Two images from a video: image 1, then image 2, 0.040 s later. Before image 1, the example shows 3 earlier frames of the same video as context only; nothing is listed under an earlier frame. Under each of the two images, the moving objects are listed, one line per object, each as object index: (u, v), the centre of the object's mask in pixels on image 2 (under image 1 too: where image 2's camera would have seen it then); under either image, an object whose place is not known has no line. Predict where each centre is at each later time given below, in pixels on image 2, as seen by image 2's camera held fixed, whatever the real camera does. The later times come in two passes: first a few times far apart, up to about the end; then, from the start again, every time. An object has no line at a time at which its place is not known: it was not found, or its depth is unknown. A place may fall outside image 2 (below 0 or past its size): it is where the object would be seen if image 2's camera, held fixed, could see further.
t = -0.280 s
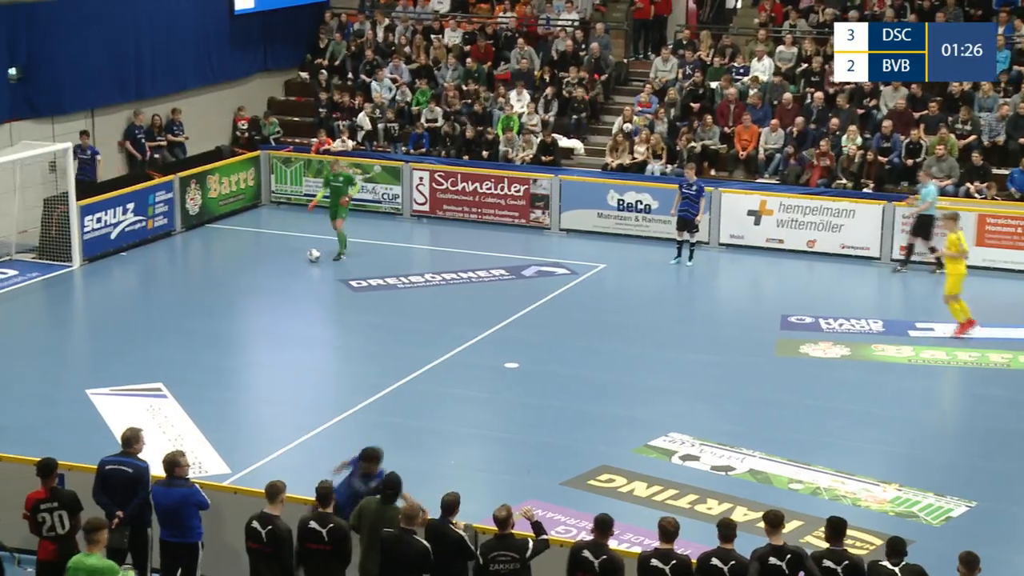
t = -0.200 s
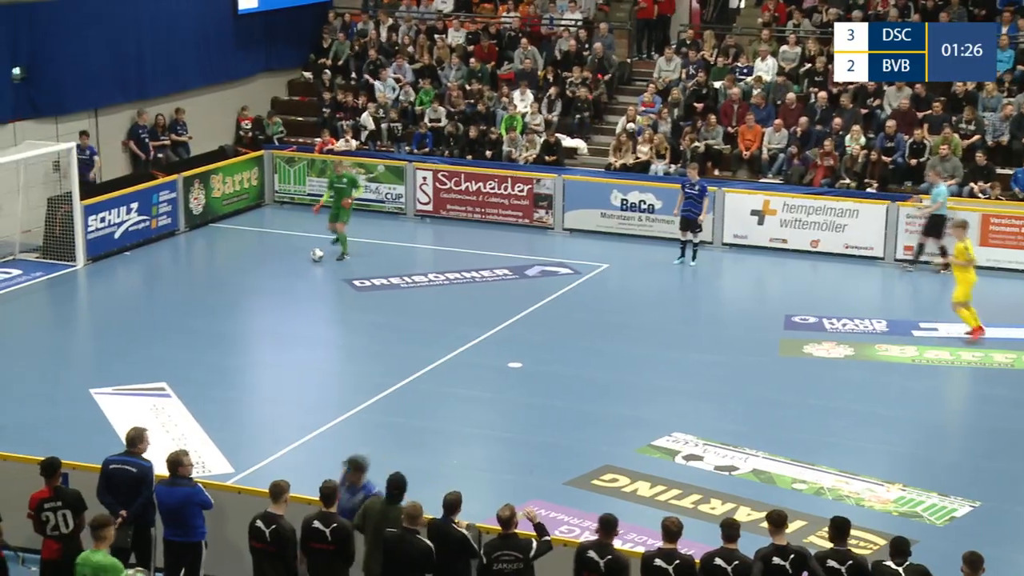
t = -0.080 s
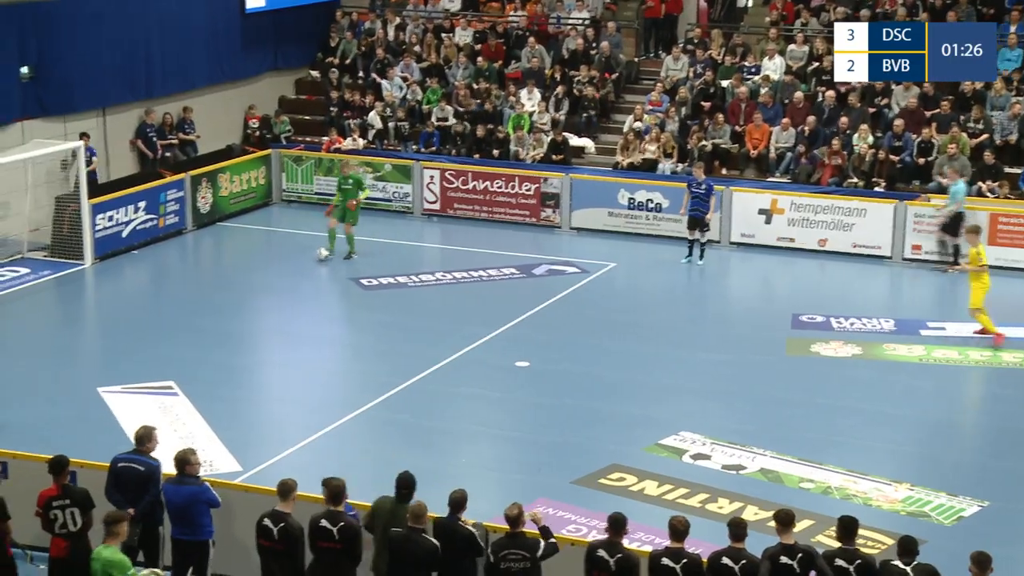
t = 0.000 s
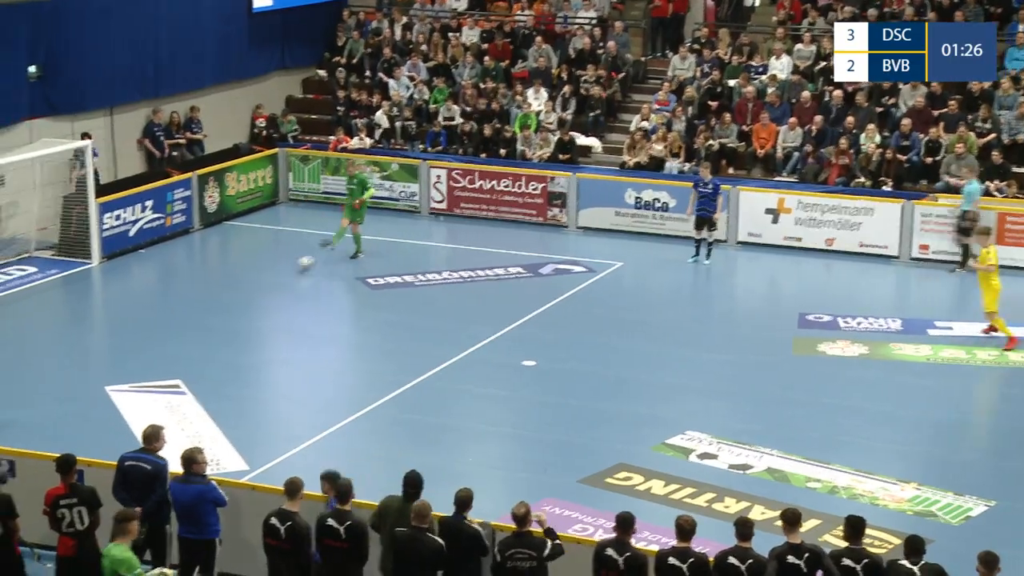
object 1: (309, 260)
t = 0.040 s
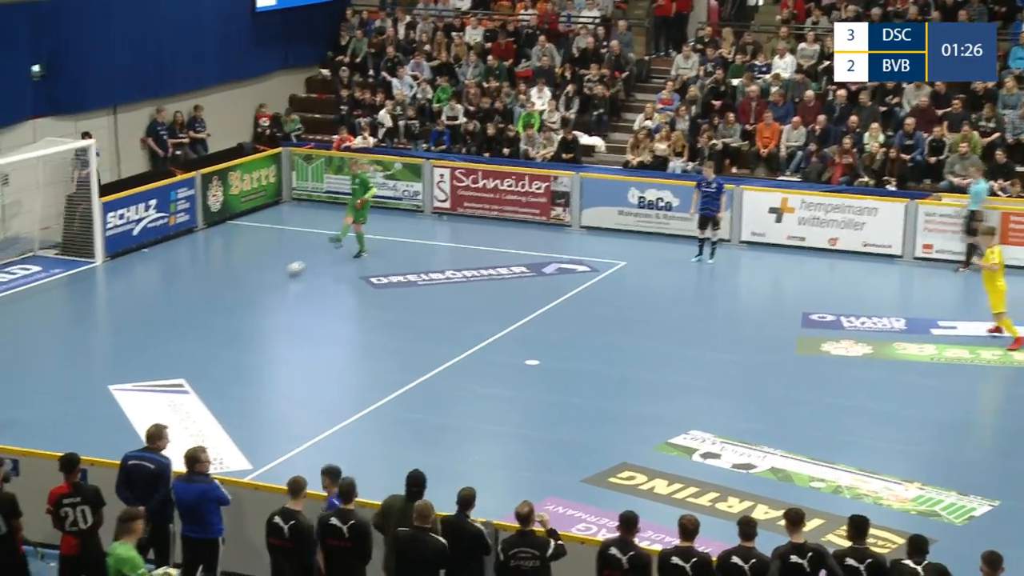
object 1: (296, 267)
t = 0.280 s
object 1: (225, 298)
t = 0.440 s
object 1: (180, 319)
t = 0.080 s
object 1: (284, 272)
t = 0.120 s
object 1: (273, 277)
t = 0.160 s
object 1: (260, 283)
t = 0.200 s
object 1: (248, 289)
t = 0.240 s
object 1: (237, 293)
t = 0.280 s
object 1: (225, 298)
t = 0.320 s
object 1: (213, 304)
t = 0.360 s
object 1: (202, 309)
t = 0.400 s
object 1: (192, 313)
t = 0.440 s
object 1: (180, 319)
